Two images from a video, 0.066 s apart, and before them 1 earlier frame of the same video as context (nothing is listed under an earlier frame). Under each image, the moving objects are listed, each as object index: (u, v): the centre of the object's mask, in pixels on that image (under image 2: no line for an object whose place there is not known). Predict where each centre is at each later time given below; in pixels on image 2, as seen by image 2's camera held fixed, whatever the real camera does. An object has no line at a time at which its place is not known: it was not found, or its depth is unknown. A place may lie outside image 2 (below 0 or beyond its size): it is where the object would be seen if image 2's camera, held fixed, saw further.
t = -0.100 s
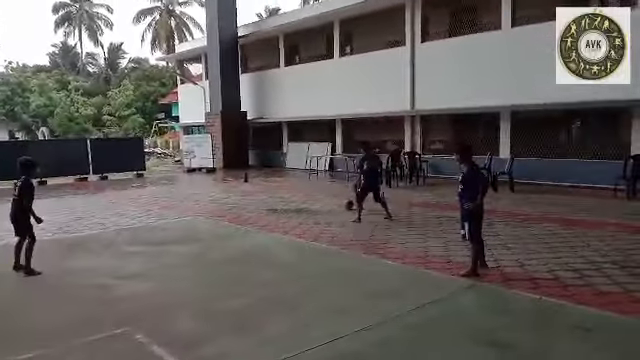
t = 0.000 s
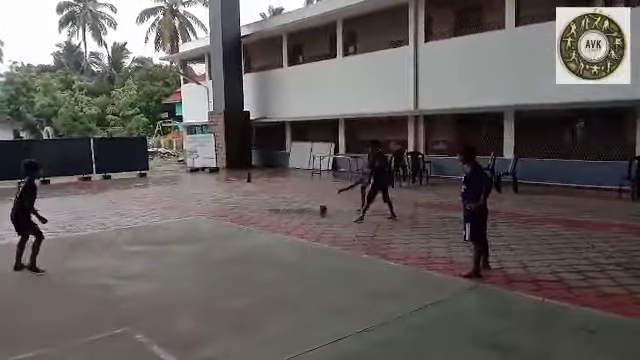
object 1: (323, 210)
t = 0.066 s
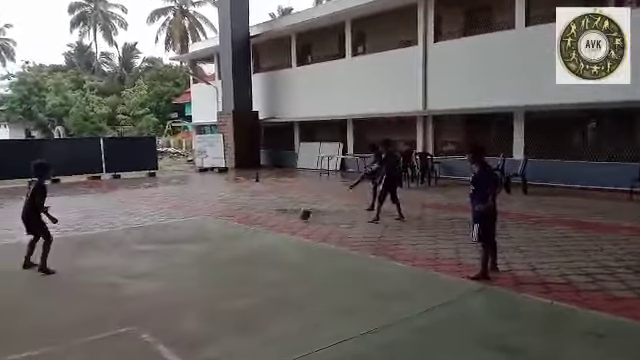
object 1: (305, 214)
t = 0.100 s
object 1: (291, 217)
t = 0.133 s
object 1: (277, 219)
